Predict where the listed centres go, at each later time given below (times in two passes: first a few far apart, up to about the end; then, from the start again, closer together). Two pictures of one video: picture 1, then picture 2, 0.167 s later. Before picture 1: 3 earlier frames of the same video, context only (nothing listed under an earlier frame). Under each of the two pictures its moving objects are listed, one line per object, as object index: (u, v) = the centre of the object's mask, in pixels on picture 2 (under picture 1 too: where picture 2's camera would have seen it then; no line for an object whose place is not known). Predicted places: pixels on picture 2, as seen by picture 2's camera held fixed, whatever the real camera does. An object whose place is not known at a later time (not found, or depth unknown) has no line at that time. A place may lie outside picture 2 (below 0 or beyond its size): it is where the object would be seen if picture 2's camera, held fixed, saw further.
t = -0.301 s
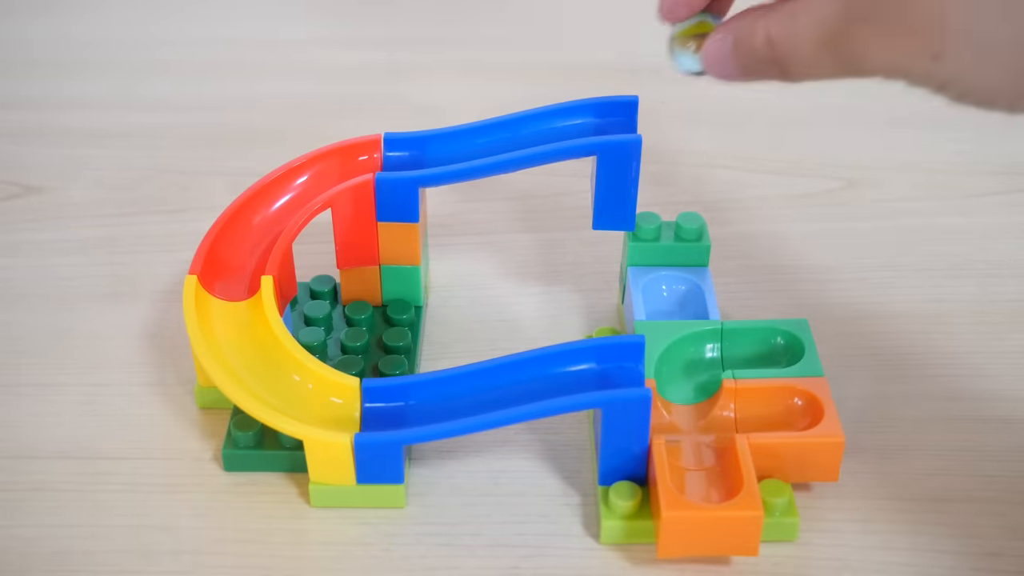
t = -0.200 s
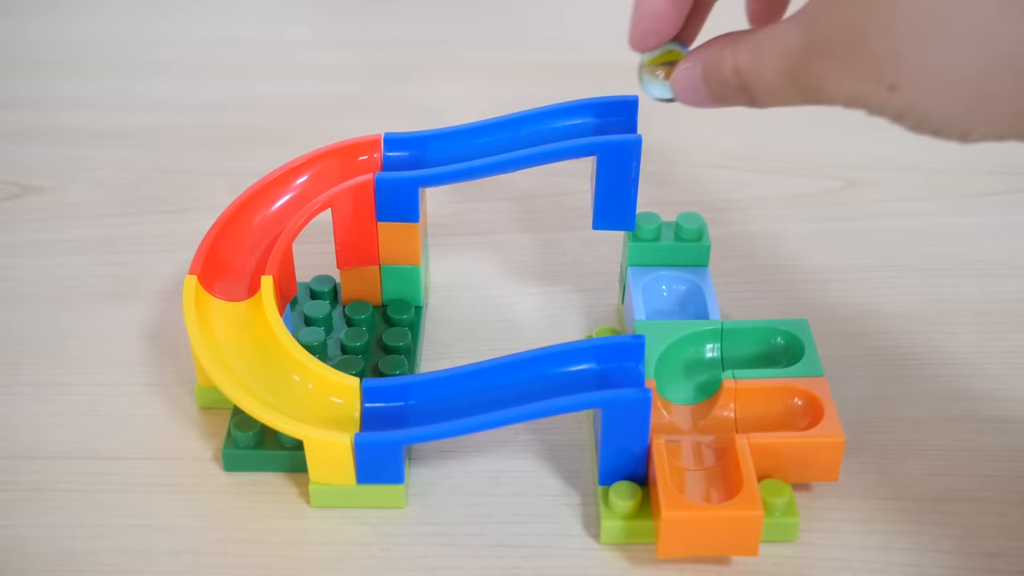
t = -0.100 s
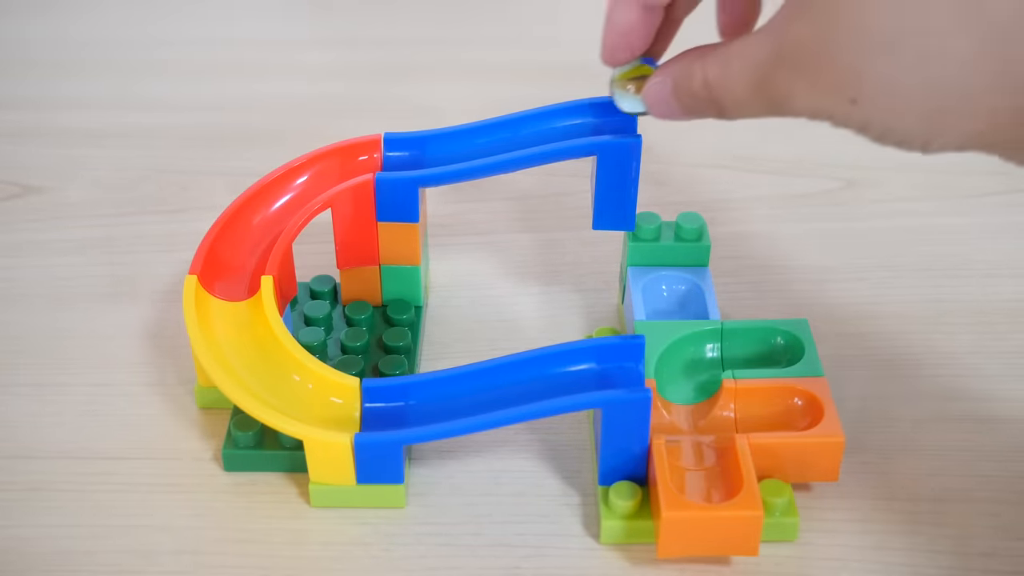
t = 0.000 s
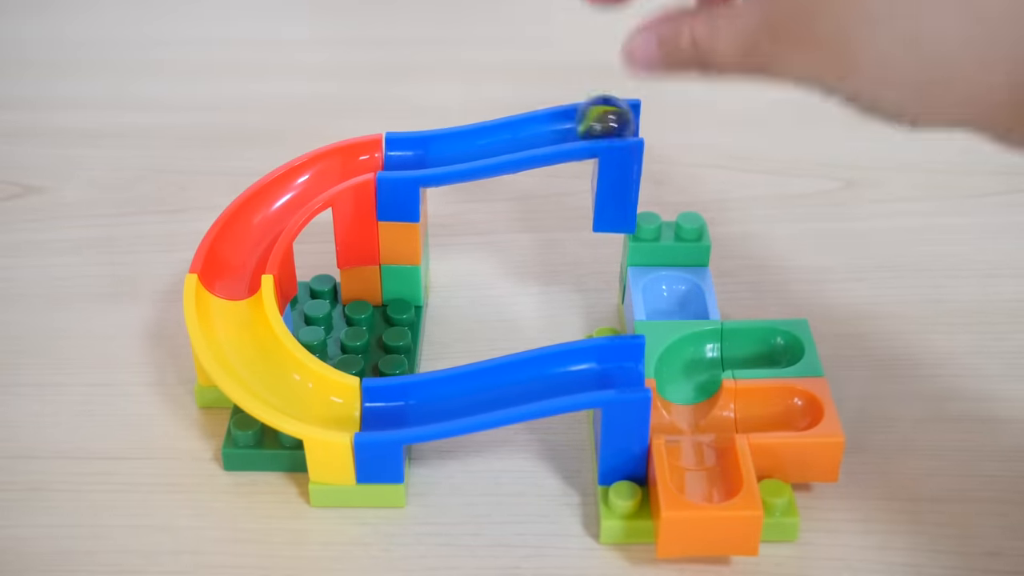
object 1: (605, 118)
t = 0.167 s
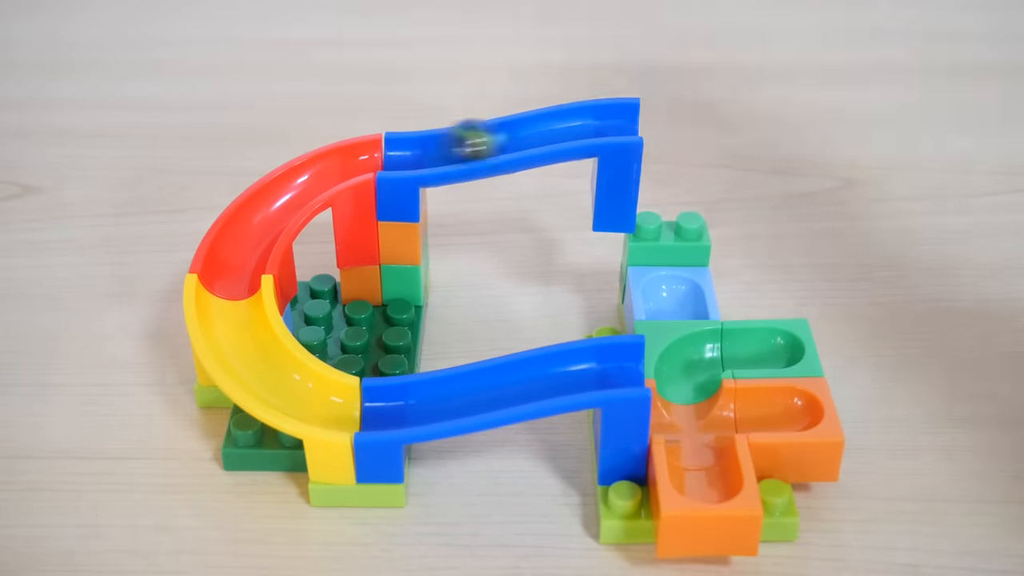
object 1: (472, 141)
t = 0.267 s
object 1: (325, 169)
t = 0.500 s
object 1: (428, 403)
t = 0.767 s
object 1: (633, 363)
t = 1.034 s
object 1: (744, 408)
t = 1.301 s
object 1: (733, 410)
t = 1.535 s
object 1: (679, 412)
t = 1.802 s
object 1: (681, 413)
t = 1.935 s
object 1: (680, 413)
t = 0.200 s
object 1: (423, 150)
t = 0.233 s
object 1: (374, 152)
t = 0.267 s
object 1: (325, 169)
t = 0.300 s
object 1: (278, 197)
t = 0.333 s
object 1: (240, 245)
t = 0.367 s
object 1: (225, 291)
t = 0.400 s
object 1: (244, 349)
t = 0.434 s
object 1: (291, 389)
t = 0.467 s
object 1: (371, 408)
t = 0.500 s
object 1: (428, 403)
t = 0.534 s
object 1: (478, 391)
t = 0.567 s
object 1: (521, 380)
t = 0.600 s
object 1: (554, 374)
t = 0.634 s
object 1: (581, 368)
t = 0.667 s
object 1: (601, 364)
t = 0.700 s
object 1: (616, 363)
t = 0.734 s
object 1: (626, 363)
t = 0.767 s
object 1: (633, 363)
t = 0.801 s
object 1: (639, 364)
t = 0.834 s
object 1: (645, 365)
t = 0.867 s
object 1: (652, 366)
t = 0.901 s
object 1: (667, 373)
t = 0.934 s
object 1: (684, 399)
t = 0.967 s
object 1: (702, 413)
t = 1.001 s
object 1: (723, 411)
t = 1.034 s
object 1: (744, 408)
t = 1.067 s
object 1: (764, 407)
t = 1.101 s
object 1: (779, 406)
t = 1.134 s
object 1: (790, 405)
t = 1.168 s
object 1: (785, 405)
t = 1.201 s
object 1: (777, 406)
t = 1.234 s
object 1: (765, 407)
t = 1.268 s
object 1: (750, 408)
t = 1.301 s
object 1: (733, 410)
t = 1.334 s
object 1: (719, 412)
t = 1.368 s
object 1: (703, 413)
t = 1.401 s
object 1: (689, 412)
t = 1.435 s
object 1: (679, 411)
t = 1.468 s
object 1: (679, 414)
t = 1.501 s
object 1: (679, 412)
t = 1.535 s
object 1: (679, 412)
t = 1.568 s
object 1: (680, 413)
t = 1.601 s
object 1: (680, 412)
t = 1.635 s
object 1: (681, 412)
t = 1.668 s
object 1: (681, 413)
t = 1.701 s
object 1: (681, 412)
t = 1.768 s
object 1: (682, 414)
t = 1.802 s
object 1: (681, 413)
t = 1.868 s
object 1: (681, 413)
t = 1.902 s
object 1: (681, 412)
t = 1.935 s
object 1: (680, 413)
